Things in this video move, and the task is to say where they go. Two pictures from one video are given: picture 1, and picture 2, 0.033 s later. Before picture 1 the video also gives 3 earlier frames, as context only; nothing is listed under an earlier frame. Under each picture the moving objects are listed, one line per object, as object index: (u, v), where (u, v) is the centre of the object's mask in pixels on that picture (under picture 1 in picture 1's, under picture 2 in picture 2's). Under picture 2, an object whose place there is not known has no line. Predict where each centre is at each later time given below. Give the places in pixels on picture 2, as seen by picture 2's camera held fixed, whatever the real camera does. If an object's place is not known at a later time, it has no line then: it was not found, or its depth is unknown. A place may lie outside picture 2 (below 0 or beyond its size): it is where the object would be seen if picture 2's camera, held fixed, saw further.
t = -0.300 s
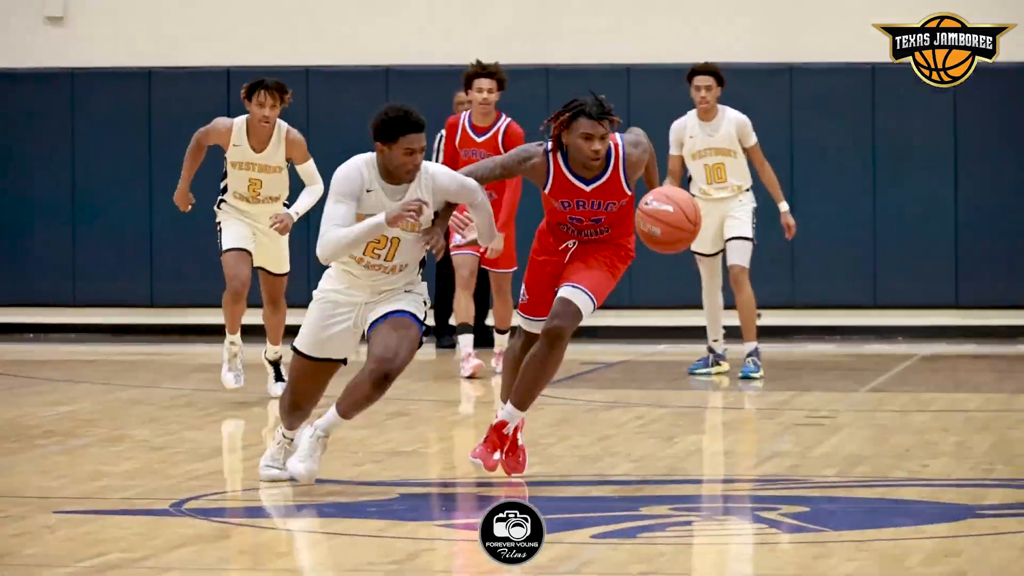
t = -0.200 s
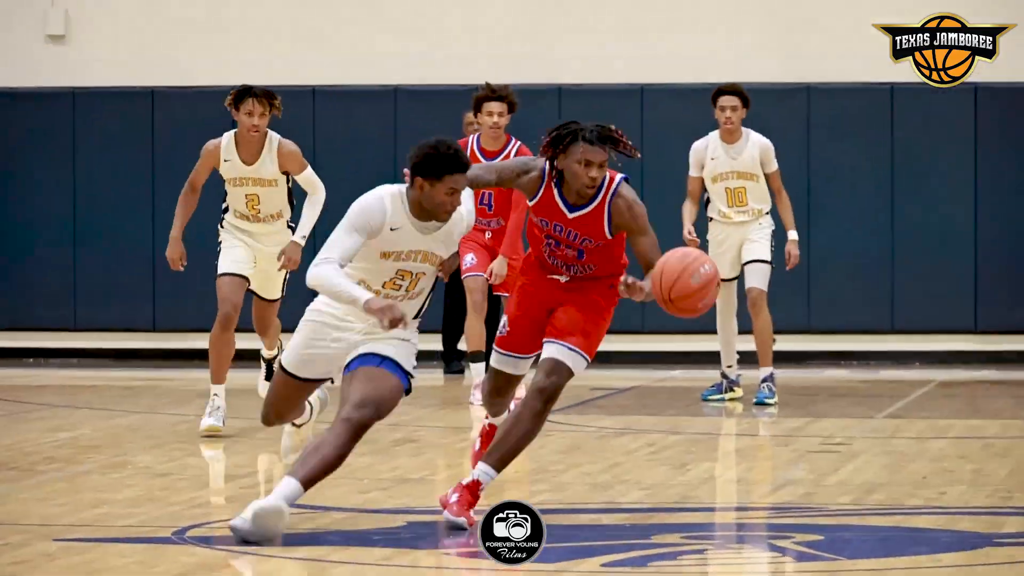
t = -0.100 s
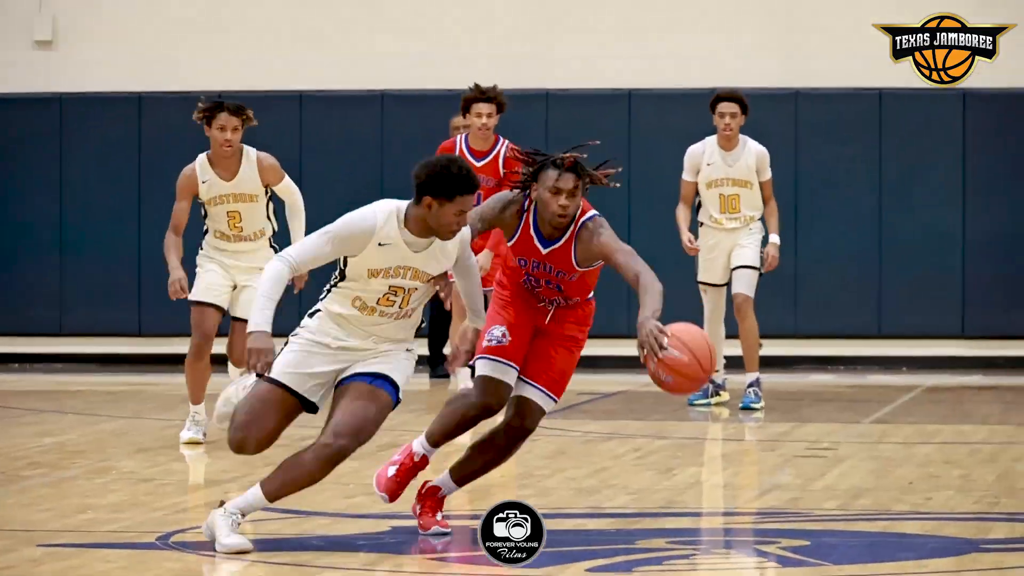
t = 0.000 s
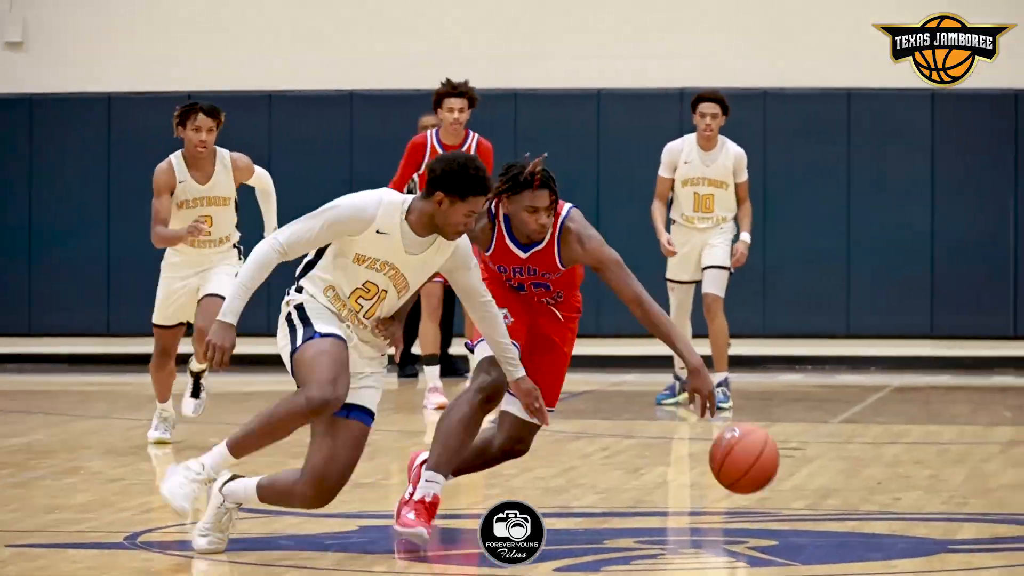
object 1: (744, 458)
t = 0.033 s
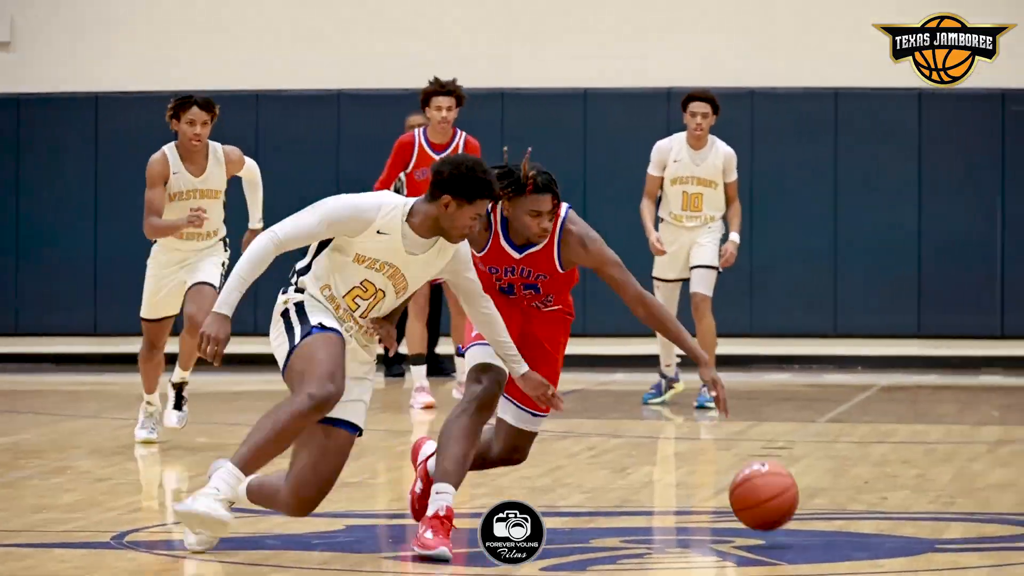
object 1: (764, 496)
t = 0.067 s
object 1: (794, 503)
